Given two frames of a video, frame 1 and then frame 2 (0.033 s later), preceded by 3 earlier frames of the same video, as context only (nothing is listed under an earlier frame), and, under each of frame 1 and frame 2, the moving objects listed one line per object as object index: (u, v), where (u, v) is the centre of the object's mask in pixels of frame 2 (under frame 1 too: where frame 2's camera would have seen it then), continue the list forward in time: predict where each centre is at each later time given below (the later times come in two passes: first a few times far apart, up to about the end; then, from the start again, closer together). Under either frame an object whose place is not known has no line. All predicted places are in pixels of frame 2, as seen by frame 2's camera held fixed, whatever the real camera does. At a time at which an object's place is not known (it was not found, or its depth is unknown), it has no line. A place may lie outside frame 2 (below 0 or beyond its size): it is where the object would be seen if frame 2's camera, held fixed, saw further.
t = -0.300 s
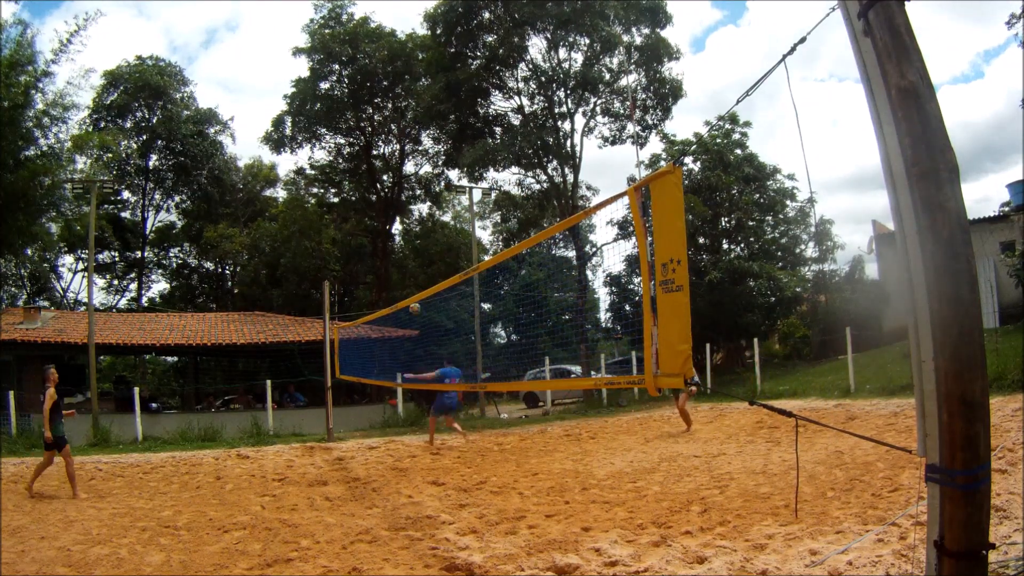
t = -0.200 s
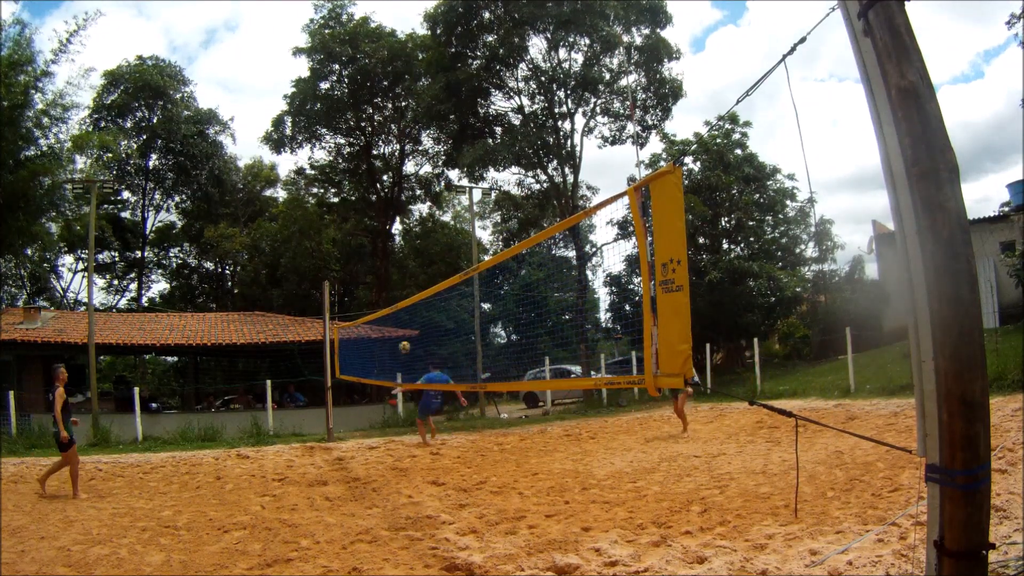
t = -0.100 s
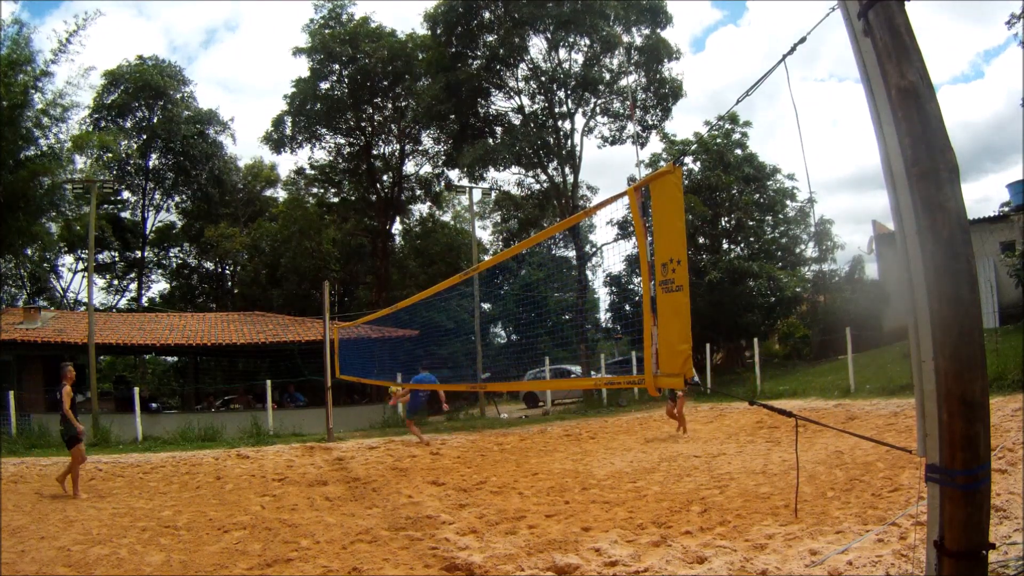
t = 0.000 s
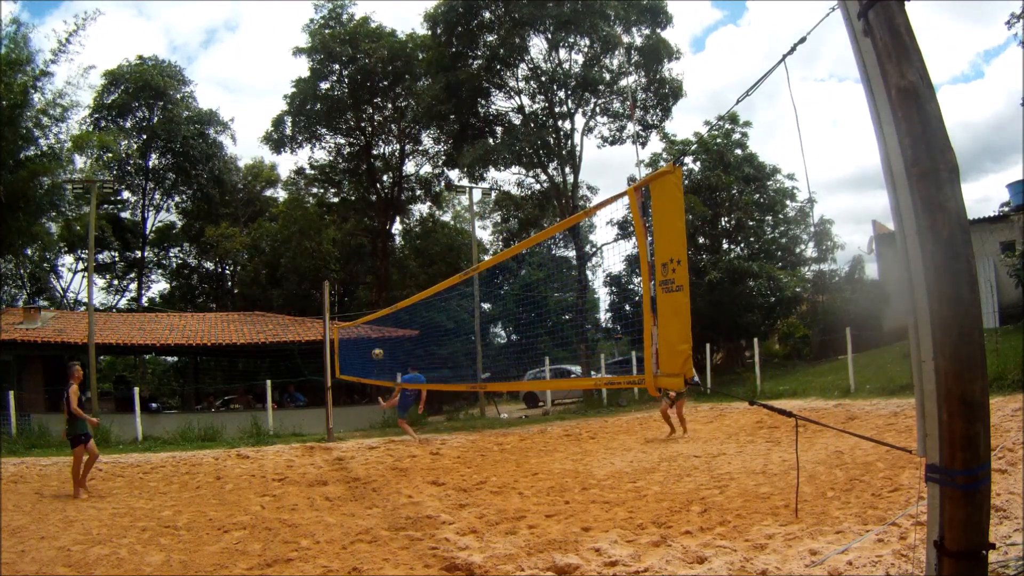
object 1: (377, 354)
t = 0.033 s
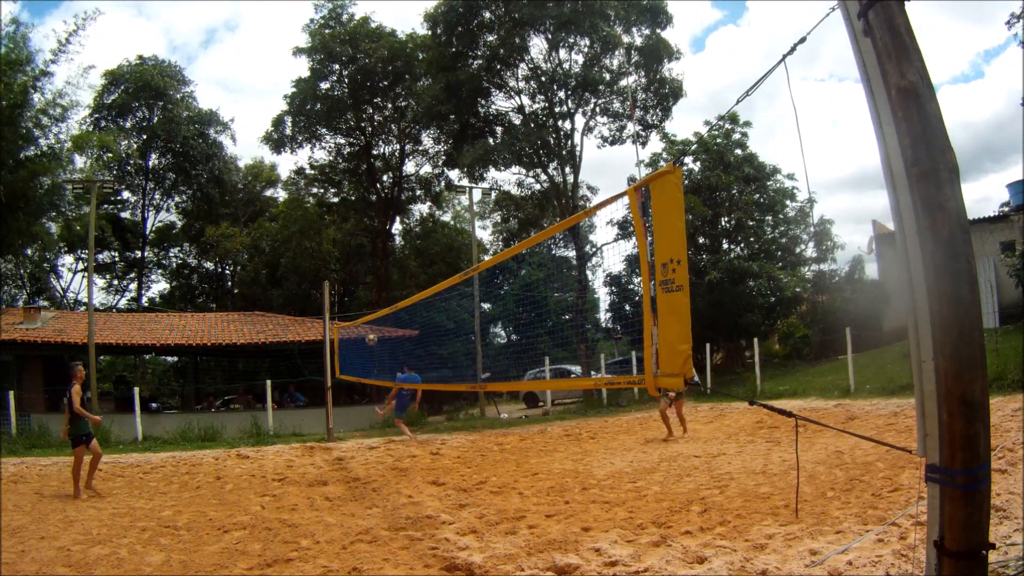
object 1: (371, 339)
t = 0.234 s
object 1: (335, 263)
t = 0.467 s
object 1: (292, 192)
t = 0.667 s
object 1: (252, 152)
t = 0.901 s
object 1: (198, 131)
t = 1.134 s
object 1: (135, 143)
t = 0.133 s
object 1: (353, 300)
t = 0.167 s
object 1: (347, 287)
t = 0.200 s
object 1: (341, 275)
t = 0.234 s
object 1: (335, 263)
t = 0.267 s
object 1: (329, 252)
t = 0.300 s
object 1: (323, 241)
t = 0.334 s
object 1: (317, 230)
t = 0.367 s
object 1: (311, 220)
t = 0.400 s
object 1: (305, 210)
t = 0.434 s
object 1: (299, 201)
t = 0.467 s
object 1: (292, 192)
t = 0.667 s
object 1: (252, 152)
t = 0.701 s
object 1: (244, 147)
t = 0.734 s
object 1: (237, 143)
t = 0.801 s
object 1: (223, 136)
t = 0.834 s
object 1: (214, 133)
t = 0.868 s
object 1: (207, 132)
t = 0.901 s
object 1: (198, 131)
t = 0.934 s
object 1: (191, 130)
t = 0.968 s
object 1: (182, 131)
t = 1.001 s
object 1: (173, 131)
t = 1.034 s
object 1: (164, 133)
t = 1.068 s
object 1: (155, 136)
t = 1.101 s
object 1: (146, 139)
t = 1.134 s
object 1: (135, 143)
